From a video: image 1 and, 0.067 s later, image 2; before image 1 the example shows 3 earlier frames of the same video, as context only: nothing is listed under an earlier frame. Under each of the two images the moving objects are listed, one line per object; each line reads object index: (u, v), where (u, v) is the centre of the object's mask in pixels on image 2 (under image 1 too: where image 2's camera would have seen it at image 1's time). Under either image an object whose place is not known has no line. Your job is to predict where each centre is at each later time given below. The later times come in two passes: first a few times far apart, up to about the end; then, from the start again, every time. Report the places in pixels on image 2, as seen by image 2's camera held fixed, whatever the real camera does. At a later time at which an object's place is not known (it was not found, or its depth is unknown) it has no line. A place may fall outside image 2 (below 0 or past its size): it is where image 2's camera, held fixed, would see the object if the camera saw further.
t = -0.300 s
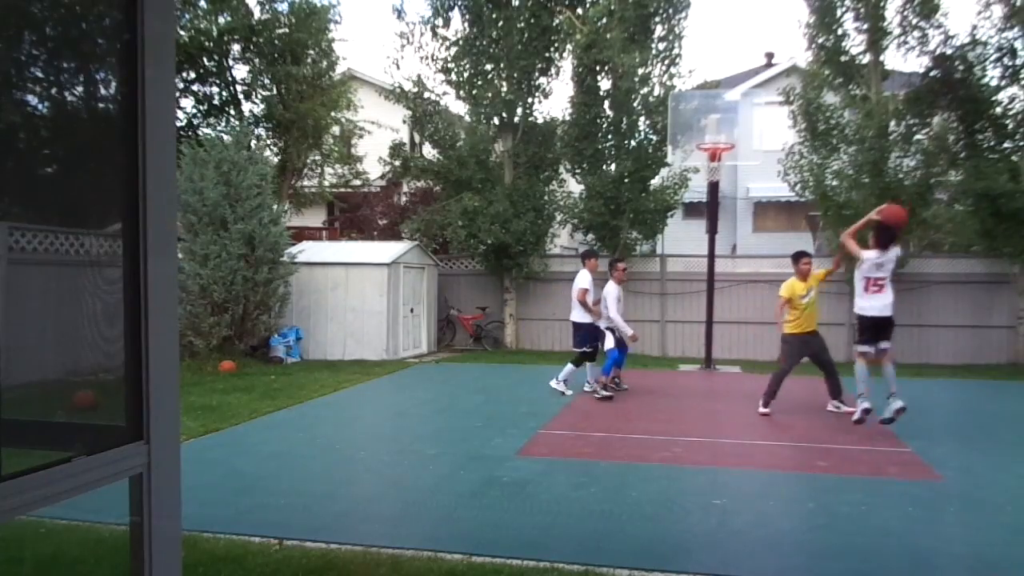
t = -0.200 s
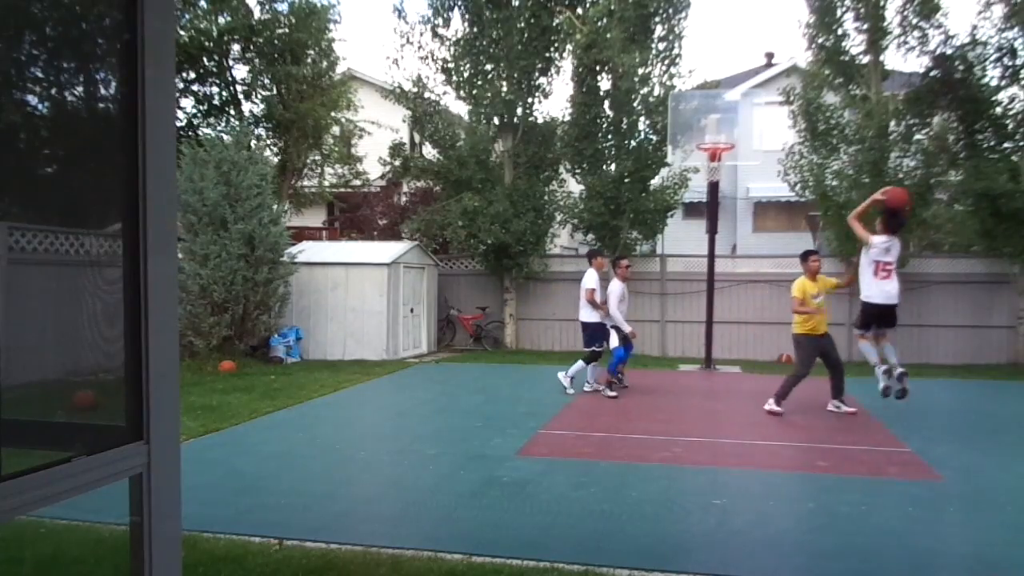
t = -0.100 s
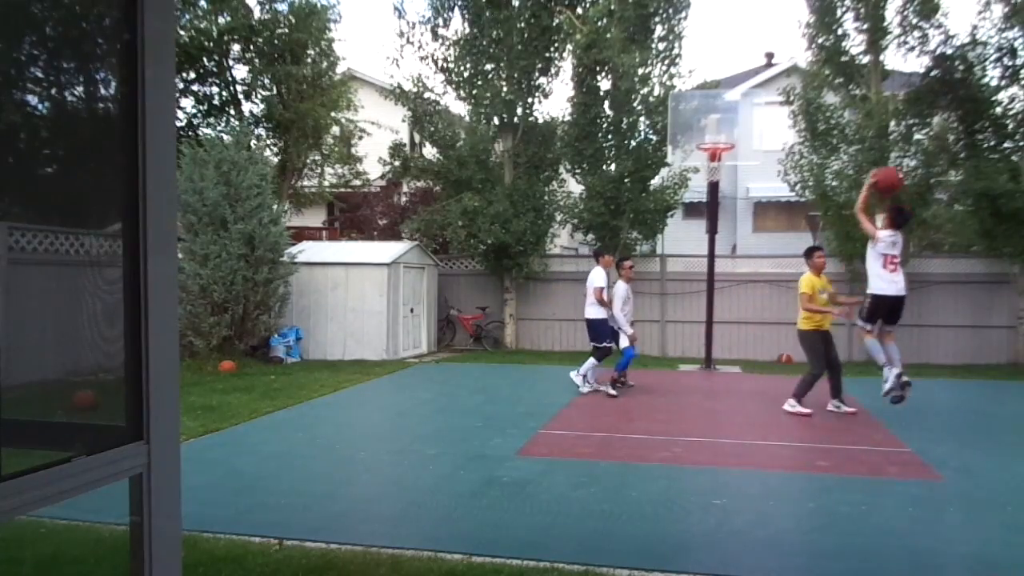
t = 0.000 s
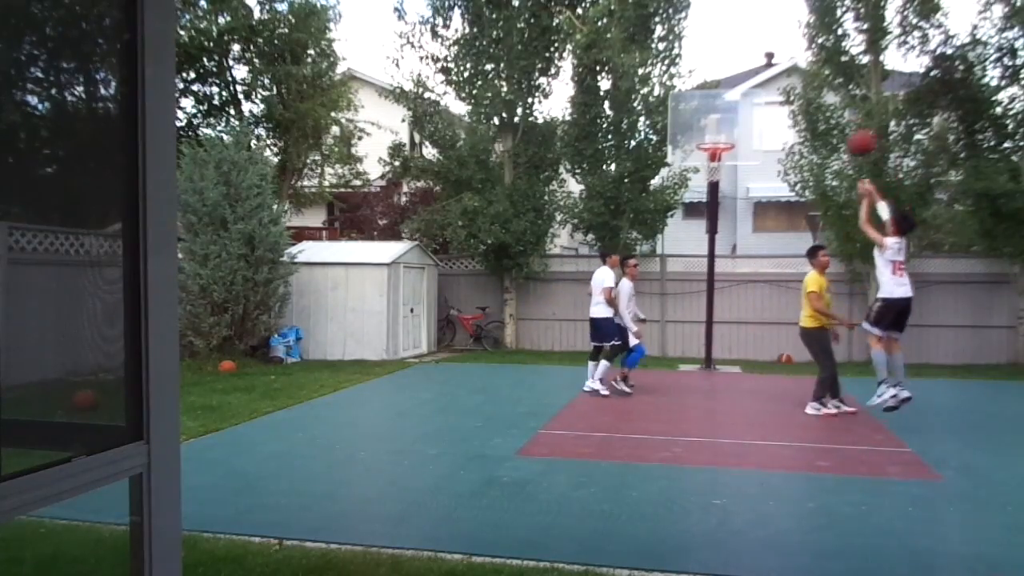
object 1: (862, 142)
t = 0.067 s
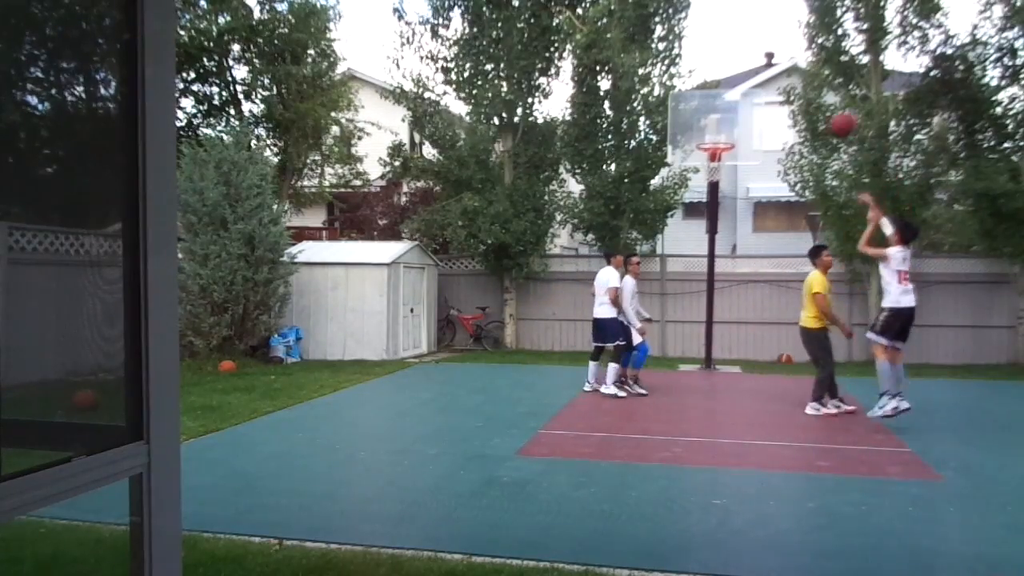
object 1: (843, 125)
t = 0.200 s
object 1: (808, 104)
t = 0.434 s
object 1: (758, 111)
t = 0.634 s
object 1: (736, 137)
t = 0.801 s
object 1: (771, 141)
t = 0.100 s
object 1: (832, 117)
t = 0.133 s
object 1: (824, 112)
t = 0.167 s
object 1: (816, 108)
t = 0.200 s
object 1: (808, 104)
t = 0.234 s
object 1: (800, 102)
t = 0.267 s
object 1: (793, 101)
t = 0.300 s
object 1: (786, 101)
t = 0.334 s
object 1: (778, 102)
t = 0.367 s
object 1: (771, 104)
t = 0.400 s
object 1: (764, 107)
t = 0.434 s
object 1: (758, 111)
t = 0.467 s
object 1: (752, 115)
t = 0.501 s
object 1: (745, 120)
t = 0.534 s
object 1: (739, 126)
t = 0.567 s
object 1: (734, 133)
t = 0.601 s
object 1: (730, 139)
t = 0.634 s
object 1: (736, 137)
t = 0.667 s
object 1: (743, 136)
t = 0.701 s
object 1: (750, 136)
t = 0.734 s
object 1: (756, 137)
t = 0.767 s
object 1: (764, 138)
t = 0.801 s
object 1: (771, 141)
